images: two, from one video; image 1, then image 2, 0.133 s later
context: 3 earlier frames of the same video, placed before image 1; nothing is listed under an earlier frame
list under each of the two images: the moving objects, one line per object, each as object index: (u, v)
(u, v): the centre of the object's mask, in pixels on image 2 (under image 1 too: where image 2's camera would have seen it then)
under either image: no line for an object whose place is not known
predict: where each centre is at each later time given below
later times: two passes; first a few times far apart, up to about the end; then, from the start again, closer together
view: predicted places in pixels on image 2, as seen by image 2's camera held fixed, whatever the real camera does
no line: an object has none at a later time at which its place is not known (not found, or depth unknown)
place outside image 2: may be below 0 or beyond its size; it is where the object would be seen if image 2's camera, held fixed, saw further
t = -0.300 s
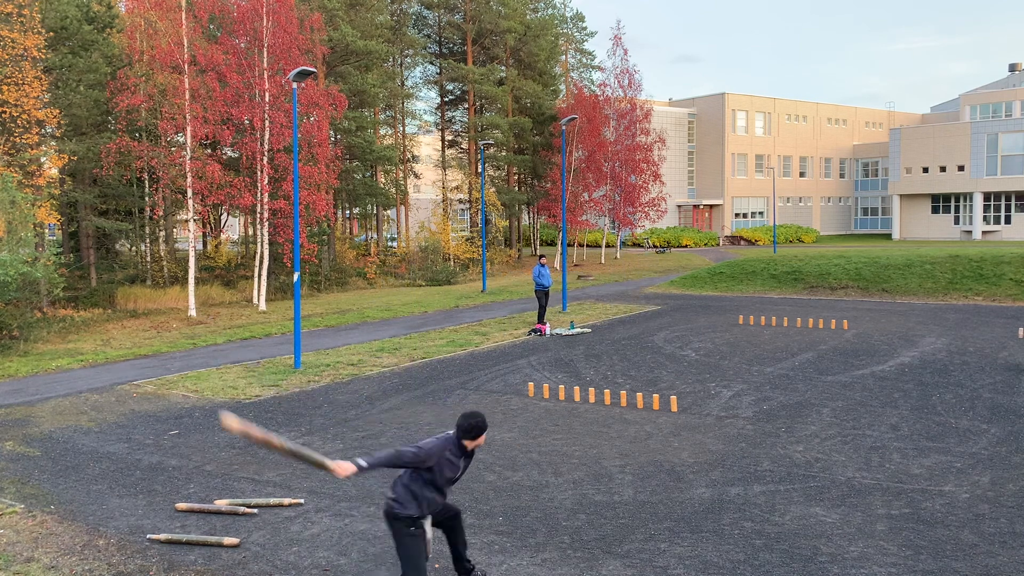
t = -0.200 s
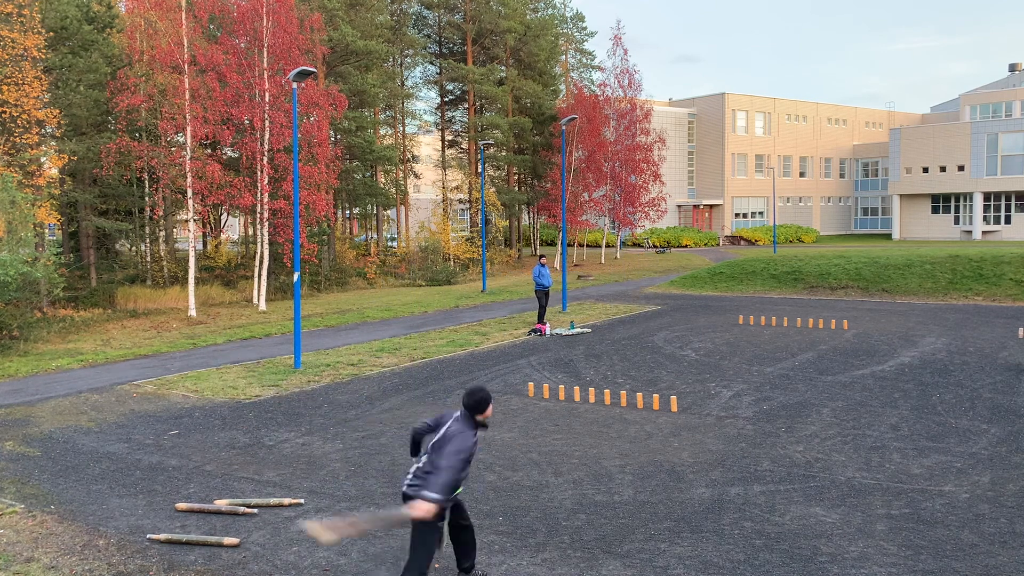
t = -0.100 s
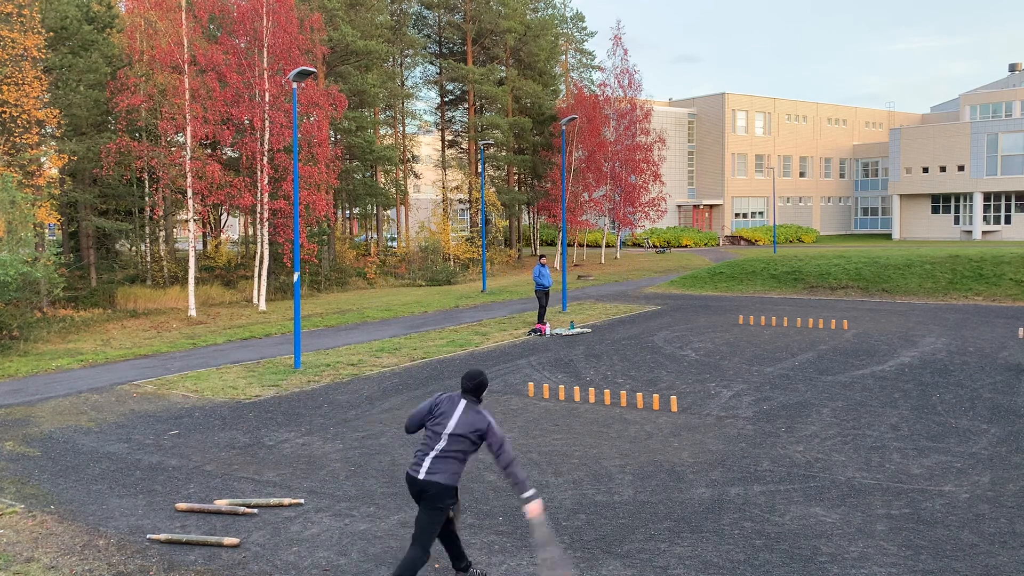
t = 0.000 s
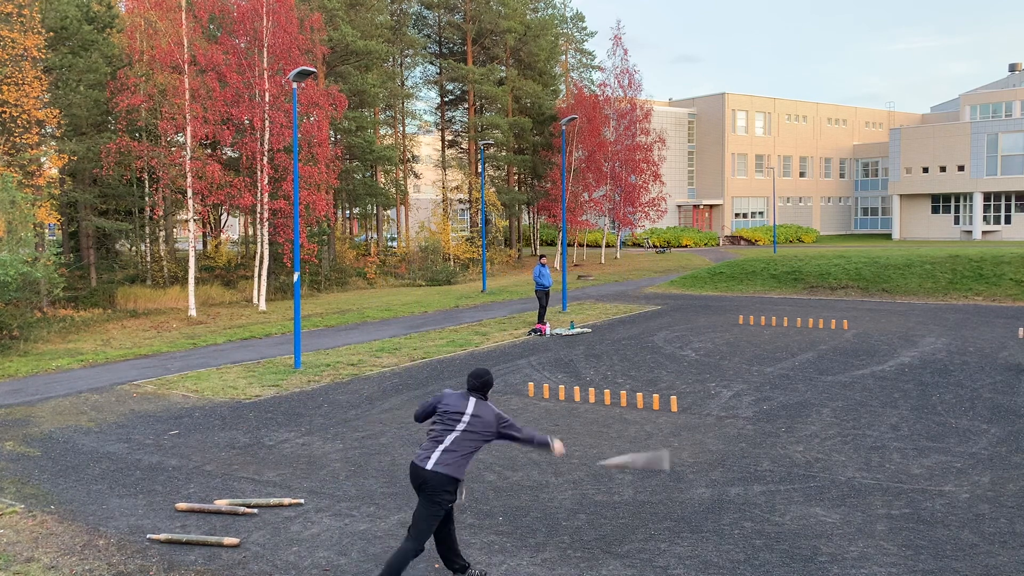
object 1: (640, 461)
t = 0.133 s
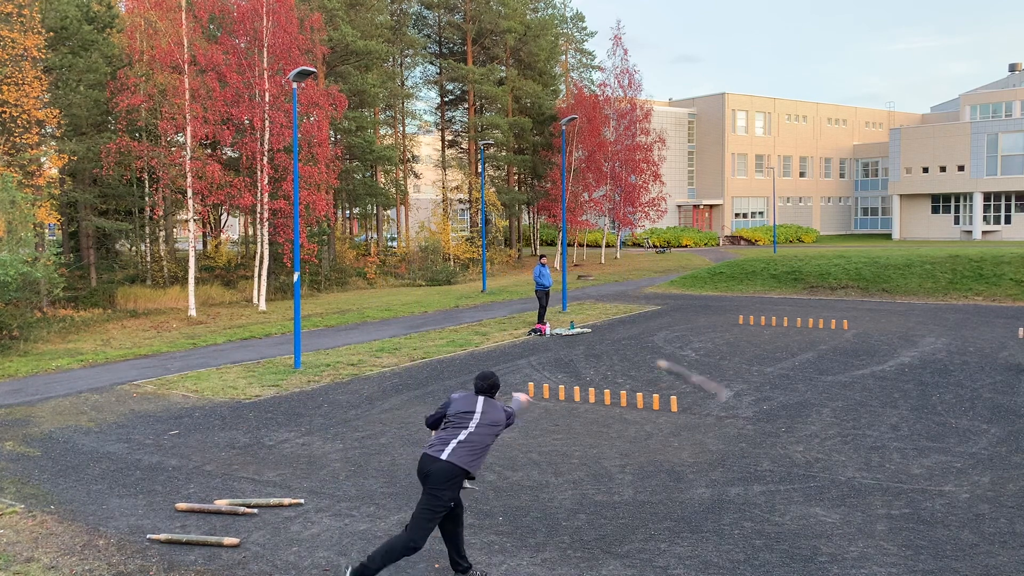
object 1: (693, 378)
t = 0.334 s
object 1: (738, 330)
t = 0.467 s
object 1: (760, 323)
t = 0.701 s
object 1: (783, 334)
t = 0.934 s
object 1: (798, 324)
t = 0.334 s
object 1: (738, 330)
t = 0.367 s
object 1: (745, 327)
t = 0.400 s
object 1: (749, 325)
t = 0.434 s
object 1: (755, 324)
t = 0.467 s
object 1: (760, 323)
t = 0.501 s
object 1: (764, 323)
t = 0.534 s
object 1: (767, 324)
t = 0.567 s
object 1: (771, 325)
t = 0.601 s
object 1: (774, 326)
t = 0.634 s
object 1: (778, 329)
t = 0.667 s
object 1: (781, 331)
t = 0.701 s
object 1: (783, 334)
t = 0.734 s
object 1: (786, 336)
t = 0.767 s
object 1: (788, 337)
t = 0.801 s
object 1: (786, 336)
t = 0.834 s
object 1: (792, 332)
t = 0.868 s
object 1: (793, 329)
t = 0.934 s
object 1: (798, 324)
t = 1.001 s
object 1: (798, 319)
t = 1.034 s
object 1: (797, 315)
